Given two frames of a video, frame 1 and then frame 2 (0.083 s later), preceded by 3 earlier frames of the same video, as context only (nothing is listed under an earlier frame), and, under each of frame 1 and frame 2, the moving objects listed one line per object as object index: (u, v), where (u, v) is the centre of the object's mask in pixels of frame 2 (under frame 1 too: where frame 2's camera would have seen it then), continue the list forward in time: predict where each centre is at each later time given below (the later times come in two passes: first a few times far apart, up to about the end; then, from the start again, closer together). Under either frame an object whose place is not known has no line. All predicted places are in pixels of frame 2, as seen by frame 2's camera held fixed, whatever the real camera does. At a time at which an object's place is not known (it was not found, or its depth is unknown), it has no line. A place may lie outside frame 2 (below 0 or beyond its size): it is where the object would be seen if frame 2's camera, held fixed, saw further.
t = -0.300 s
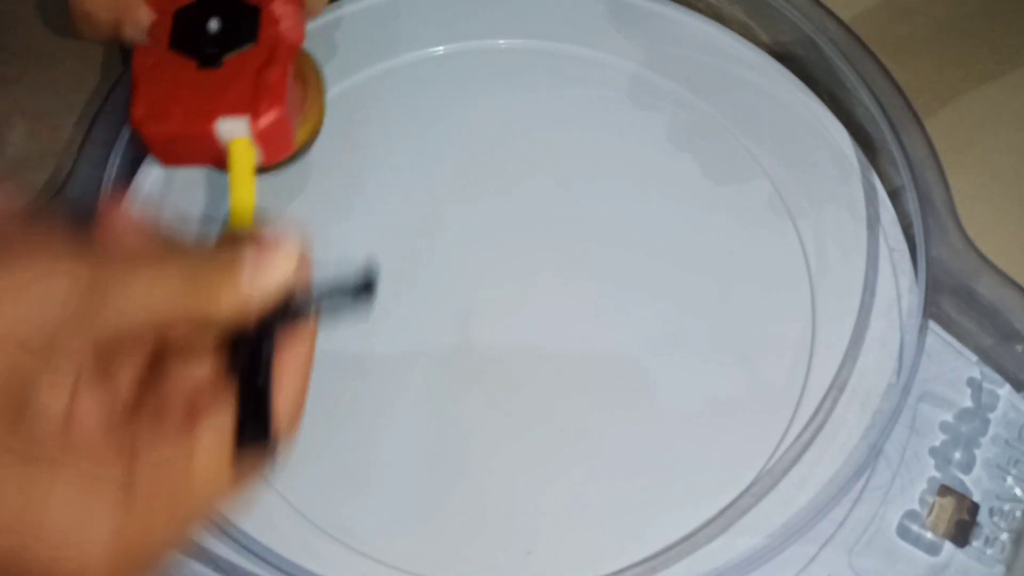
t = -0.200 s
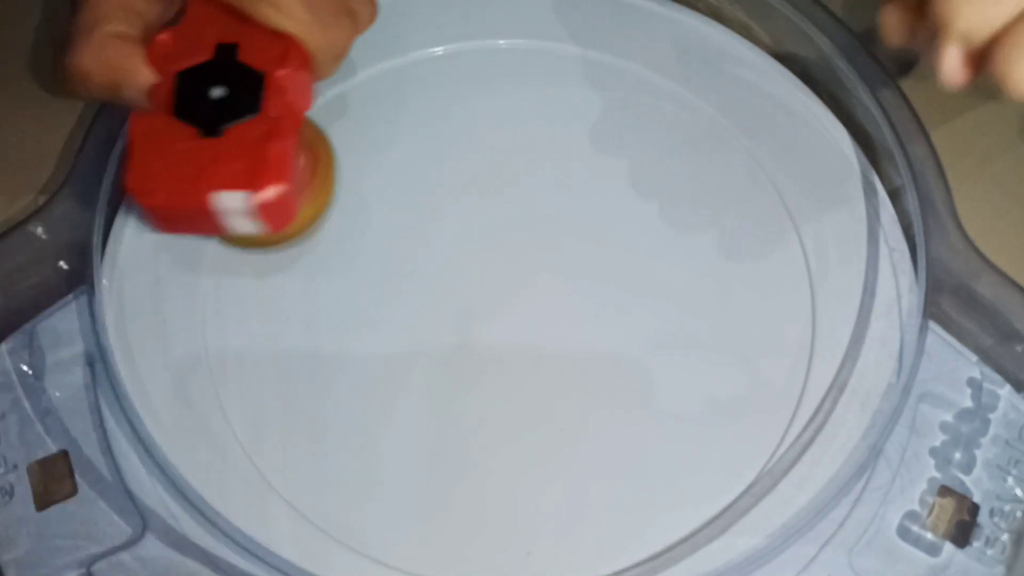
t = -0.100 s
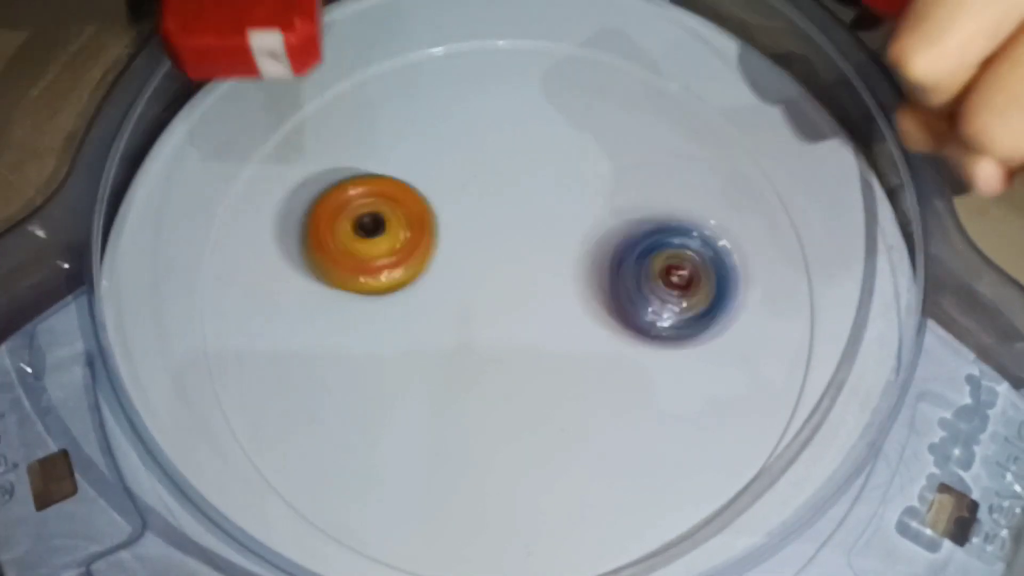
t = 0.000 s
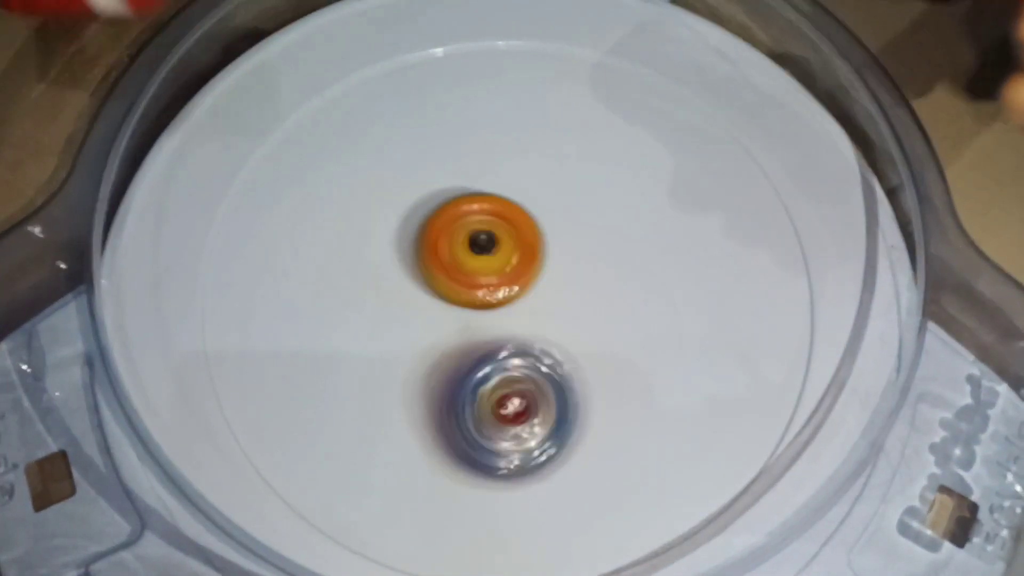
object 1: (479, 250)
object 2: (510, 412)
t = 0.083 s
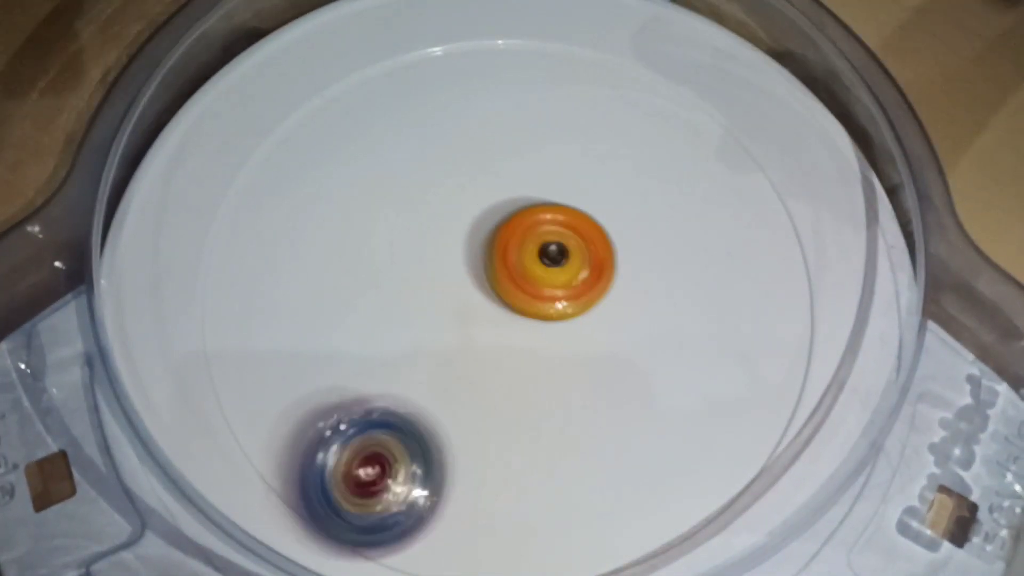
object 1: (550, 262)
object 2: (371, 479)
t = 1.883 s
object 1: (458, 245)
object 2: (339, 189)
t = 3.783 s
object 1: (418, 277)
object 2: (570, 260)
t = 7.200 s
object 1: (573, 214)
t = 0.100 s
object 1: (559, 263)
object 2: (346, 485)
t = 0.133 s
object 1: (575, 262)
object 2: (302, 494)
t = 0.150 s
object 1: (583, 262)
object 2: (281, 495)
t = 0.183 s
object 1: (590, 261)
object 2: (260, 485)
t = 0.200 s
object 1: (595, 262)
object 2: (253, 479)
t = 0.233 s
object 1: (595, 262)
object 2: (255, 458)
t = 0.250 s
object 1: (593, 262)
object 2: (258, 446)
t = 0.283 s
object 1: (588, 258)
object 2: (272, 421)
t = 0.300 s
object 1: (583, 256)
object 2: (282, 408)
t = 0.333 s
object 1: (572, 253)
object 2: (308, 380)
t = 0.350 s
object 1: (566, 250)
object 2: (321, 367)
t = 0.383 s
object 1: (554, 247)
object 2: (351, 338)
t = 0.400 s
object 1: (548, 244)
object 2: (367, 326)
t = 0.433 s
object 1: (536, 237)
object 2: (399, 300)
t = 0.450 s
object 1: (533, 233)
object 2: (414, 289)
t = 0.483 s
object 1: (543, 222)
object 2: (426, 270)
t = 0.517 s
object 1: (560, 214)
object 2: (427, 259)
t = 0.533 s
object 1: (566, 211)
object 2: (429, 253)
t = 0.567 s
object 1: (575, 206)
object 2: (433, 245)
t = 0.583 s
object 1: (578, 203)
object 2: (435, 241)
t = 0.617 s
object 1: (579, 201)
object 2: (438, 236)
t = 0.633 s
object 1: (579, 200)
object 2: (439, 236)
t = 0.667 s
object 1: (575, 200)
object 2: (441, 236)
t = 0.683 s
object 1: (573, 199)
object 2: (441, 237)
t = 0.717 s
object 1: (564, 199)
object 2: (441, 240)
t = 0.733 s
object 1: (560, 199)
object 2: (441, 242)
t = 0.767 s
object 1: (563, 194)
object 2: (420, 252)
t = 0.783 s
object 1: (567, 192)
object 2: (406, 258)
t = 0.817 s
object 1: (571, 188)
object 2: (382, 271)
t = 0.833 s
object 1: (572, 187)
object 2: (371, 278)
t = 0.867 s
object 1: (569, 184)
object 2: (351, 294)
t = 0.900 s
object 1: (561, 183)
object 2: (334, 311)
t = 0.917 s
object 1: (555, 182)
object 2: (328, 320)
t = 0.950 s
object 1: (544, 181)
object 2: (317, 338)
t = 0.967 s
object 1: (539, 181)
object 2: (313, 347)
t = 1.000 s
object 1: (532, 185)
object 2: (310, 365)
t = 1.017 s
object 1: (528, 189)
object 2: (311, 373)
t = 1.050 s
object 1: (524, 200)
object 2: (315, 390)
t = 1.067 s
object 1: (523, 207)
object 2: (320, 398)
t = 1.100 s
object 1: (525, 223)
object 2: (330, 412)
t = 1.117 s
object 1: (525, 232)
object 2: (338, 417)
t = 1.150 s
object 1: (529, 251)
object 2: (359, 428)
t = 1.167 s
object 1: (534, 260)
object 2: (370, 432)
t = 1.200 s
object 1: (545, 277)
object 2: (394, 438)
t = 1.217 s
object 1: (552, 284)
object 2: (408, 437)
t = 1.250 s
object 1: (568, 297)
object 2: (435, 431)
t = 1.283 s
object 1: (586, 305)
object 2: (460, 419)
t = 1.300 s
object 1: (595, 308)
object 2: (471, 410)
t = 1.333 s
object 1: (613, 309)
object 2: (489, 389)
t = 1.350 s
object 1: (620, 308)
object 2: (497, 377)
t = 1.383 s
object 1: (636, 304)
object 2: (504, 352)
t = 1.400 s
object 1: (644, 299)
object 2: (503, 340)
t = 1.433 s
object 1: (656, 289)
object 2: (501, 317)
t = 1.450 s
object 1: (660, 283)
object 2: (499, 305)
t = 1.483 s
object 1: (666, 268)
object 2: (491, 283)
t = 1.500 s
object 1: (668, 261)
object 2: (486, 272)
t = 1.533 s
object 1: (664, 243)
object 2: (474, 250)
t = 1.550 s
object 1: (661, 235)
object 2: (467, 239)
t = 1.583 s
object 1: (649, 217)
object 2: (455, 223)
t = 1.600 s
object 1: (641, 209)
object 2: (448, 214)
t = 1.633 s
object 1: (622, 196)
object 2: (434, 201)
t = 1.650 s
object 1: (611, 193)
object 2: (426, 195)
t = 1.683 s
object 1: (586, 189)
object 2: (411, 186)
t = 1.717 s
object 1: (561, 190)
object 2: (395, 179)
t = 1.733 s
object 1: (547, 192)
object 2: (387, 176)
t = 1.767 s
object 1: (524, 200)
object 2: (373, 175)
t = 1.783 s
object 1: (513, 205)
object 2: (366, 175)
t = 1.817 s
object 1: (491, 217)
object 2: (355, 177)
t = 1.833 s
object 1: (482, 225)
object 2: (350, 179)
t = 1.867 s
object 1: (465, 238)
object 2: (342, 185)
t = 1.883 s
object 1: (458, 245)
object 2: (339, 189)
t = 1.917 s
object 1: (450, 261)
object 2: (335, 198)
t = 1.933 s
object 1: (447, 270)
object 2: (334, 204)
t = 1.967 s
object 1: (442, 291)
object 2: (333, 213)
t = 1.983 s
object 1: (442, 302)
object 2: (335, 219)
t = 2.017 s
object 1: (443, 325)
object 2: (338, 228)
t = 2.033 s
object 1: (444, 337)
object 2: (341, 233)
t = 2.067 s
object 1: (451, 357)
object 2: (351, 241)
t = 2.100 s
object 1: (463, 377)
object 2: (366, 247)
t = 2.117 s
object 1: (469, 385)
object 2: (375, 249)
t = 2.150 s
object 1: (486, 397)
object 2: (395, 251)
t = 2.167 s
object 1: (495, 402)
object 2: (406, 251)
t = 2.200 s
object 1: (515, 407)
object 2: (427, 249)
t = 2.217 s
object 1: (525, 409)
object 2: (436, 248)
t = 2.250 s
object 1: (545, 407)
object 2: (454, 244)
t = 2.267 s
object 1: (554, 405)
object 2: (464, 243)
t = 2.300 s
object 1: (567, 398)
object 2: (481, 238)
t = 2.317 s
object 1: (572, 393)
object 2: (488, 235)
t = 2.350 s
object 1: (581, 381)
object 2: (503, 228)
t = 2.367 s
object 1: (586, 375)
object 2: (509, 224)
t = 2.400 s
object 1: (593, 360)
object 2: (521, 216)
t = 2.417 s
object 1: (595, 352)
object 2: (528, 212)
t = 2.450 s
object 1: (594, 335)
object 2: (536, 202)
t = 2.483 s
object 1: (590, 318)
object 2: (544, 194)
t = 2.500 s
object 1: (586, 310)
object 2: (547, 188)
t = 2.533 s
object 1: (577, 296)
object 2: (551, 178)
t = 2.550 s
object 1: (571, 290)
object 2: (552, 173)
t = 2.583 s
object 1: (556, 281)
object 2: (553, 164)
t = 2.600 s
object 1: (548, 278)
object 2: (553, 159)
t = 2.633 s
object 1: (530, 275)
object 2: (552, 152)
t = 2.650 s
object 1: (519, 274)
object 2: (551, 149)
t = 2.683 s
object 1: (497, 275)
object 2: (548, 144)
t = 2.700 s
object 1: (487, 278)
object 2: (546, 142)
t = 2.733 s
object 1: (468, 285)
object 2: (541, 141)
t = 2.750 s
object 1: (459, 289)
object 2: (539, 142)
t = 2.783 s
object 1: (443, 300)
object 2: (534, 144)
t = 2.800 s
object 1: (435, 307)
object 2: (531, 146)
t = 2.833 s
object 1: (426, 321)
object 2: (525, 152)
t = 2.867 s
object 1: (422, 336)
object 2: (520, 162)
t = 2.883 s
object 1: (421, 344)
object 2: (519, 168)
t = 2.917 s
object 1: (425, 358)
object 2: (518, 179)
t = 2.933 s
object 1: (428, 364)
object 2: (519, 186)
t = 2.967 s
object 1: (439, 375)
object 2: (522, 200)
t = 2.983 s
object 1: (446, 378)
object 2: (524, 208)
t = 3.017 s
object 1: (460, 380)
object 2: (529, 221)
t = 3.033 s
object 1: (468, 379)
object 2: (532, 227)
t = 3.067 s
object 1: (482, 374)
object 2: (538, 240)
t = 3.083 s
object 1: (488, 370)
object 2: (540, 245)
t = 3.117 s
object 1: (494, 366)
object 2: (550, 252)
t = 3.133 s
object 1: (490, 367)
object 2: (560, 249)
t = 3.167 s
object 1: (481, 370)
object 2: (579, 242)
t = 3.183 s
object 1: (477, 370)
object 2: (588, 239)
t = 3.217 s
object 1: (469, 367)
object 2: (599, 231)
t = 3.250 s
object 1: (462, 362)
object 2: (608, 225)
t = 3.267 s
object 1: (459, 358)
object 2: (612, 222)
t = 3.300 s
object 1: (456, 351)
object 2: (619, 217)
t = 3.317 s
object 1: (456, 348)
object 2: (623, 215)
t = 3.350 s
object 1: (455, 340)
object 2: (626, 212)
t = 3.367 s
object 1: (456, 337)
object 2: (628, 210)
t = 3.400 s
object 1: (460, 331)
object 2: (631, 207)
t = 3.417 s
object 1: (462, 329)
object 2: (632, 205)
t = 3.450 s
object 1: (467, 326)
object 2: (632, 203)
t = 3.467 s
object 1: (469, 325)
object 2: (632, 203)
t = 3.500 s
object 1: (470, 324)
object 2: (631, 202)
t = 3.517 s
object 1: (470, 323)
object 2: (629, 202)
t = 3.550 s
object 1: (467, 318)
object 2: (625, 204)
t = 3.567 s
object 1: (465, 315)
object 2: (622, 205)
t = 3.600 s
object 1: (460, 307)
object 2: (615, 209)
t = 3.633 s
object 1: (454, 298)
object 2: (608, 214)
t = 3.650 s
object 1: (450, 294)
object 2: (604, 218)
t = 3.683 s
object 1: (443, 287)
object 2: (595, 227)
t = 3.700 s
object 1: (439, 285)
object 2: (591, 231)
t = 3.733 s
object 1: (430, 280)
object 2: (581, 242)
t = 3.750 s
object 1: (426, 278)
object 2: (577, 247)
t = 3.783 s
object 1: (418, 277)
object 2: (570, 260)
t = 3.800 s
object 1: (415, 277)
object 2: (566, 266)
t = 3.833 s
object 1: (412, 280)
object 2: (561, 278)
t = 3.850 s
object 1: (412, 280)
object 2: (558, 284)
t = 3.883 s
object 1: (413, 282)
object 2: (553, 296)
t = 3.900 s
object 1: (413, 283)
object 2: (551, 301)
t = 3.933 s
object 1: (415, 285)
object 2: (549, 310)
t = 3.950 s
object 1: (415, 285)
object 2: (550, 316)
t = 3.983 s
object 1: (415, 285)
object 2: (554, 327)
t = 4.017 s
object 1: (413, 284)
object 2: (558, 336)
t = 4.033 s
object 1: (413, 284)
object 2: (560, 339)
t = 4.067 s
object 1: (412, 283)
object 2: (562, 345)
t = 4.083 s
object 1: (411, 282)
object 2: (564, 348)
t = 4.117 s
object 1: (410, 279)
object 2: (567, 354)
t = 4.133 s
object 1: (409, 277)
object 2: (568, 356)
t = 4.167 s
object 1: (409, 273)
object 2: (570, 361)
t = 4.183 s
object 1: (409, 270)
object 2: (572, 363)
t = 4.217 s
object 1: (411, 267)
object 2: (572, 367)
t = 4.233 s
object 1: (411, 265)
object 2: (573, 369)
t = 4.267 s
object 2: (573, 373)
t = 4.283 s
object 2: (574, 375)
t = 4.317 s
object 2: (575, 377)
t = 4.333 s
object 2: (574, 378)
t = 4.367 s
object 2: (572, 378)
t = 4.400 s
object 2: (569, 378)
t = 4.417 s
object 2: (567, 377)
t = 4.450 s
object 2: (564, 374)
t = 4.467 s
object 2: (561, 371)
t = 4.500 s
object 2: (554, 365)
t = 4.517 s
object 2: (549, 363)
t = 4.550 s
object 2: (540, 357)
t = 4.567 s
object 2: (536, 354)
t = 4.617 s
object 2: (519, 343)
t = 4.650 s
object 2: (513, 351)
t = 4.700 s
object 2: (507, 371)
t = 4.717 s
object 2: (505, 376)
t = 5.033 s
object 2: (484, 357)
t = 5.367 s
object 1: (484, 201)
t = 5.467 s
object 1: (495, 206)
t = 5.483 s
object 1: (496, 206)
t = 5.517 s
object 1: (502, 195)
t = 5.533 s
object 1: (504, 187)
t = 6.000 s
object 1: (523, 216)
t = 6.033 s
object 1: (550, 198)
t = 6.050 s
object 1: (563, 191)
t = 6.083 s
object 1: (582, 181)
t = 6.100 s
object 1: (589, 178)
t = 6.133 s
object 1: (598, 175)
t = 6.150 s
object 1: (600, 175)
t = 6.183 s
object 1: (603, 175)
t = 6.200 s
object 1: (603, 176)
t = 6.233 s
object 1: (604, 177)
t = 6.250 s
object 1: (604, 179)
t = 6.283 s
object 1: (604, 182)
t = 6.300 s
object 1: (603, 183)
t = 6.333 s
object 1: (602, 187)
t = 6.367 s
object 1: (601, 190)
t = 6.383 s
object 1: (599, 193)
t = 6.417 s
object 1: (598, 198)
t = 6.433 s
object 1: (598, 200)
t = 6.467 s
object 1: (595, 205)
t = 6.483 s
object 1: (596, 203)
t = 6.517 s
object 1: (606, 182)
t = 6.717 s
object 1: (602, 176)
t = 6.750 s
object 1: (594, 183)
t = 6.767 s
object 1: (589, 187)
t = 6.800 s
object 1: (582, 196)
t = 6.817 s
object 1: (578, 199)
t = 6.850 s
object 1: (569, 208)
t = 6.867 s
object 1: (565, 213)
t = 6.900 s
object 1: (559, 221)
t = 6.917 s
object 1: (555, 225)
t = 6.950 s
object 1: (548, 233)
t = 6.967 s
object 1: (545, 237)
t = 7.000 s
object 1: (540, 244)
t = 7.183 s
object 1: (559, 230)
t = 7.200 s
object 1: (573, 214)
